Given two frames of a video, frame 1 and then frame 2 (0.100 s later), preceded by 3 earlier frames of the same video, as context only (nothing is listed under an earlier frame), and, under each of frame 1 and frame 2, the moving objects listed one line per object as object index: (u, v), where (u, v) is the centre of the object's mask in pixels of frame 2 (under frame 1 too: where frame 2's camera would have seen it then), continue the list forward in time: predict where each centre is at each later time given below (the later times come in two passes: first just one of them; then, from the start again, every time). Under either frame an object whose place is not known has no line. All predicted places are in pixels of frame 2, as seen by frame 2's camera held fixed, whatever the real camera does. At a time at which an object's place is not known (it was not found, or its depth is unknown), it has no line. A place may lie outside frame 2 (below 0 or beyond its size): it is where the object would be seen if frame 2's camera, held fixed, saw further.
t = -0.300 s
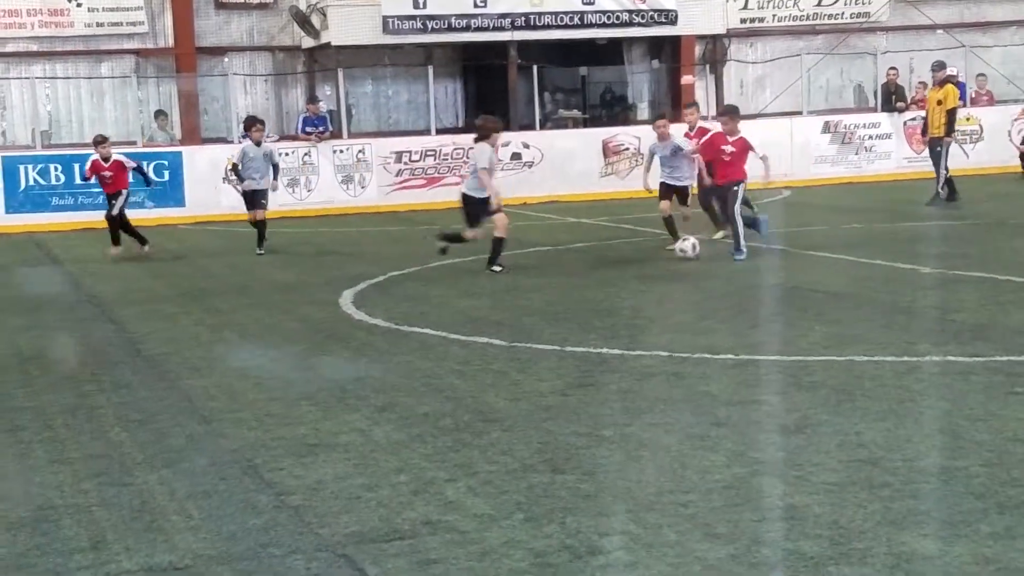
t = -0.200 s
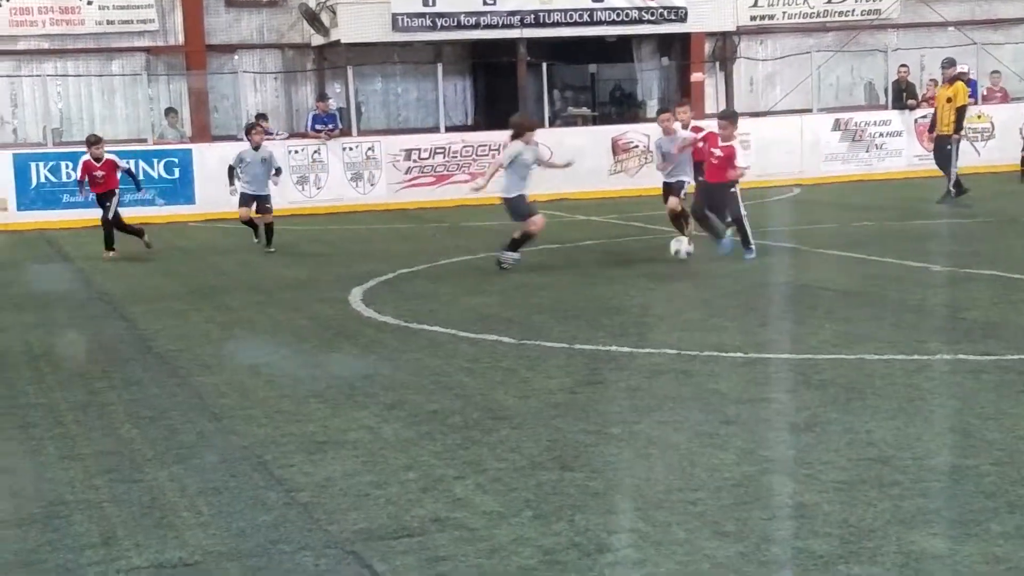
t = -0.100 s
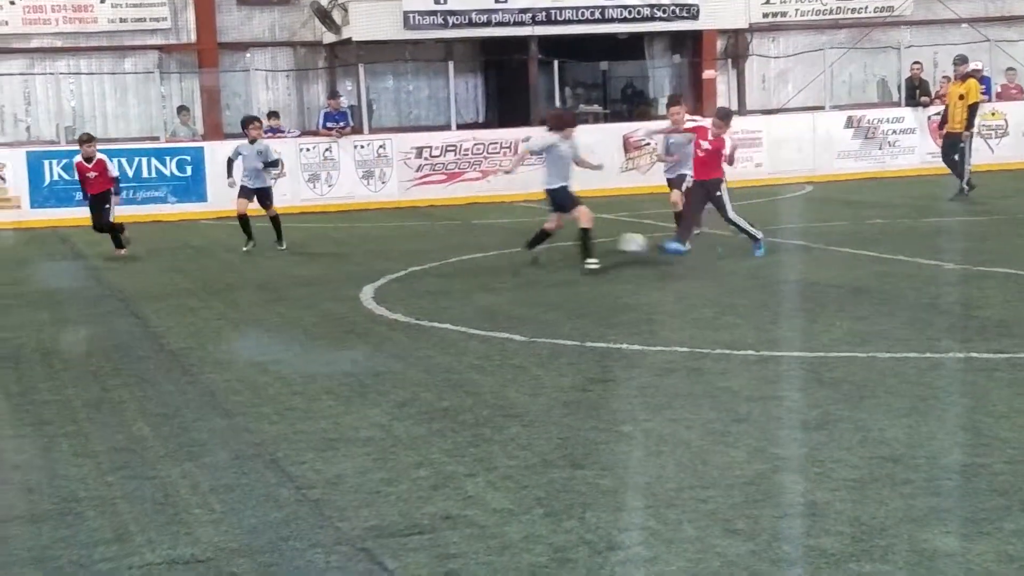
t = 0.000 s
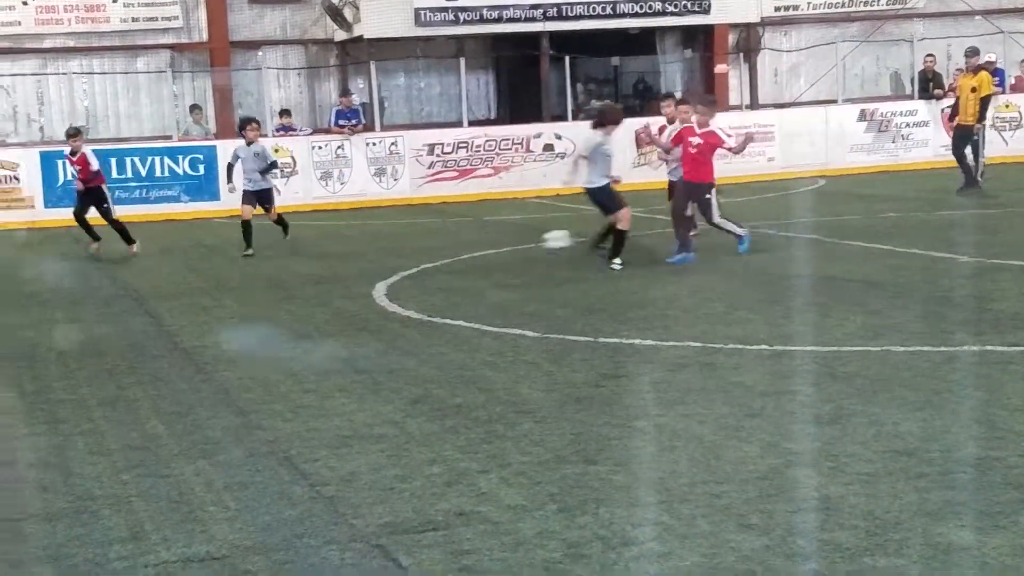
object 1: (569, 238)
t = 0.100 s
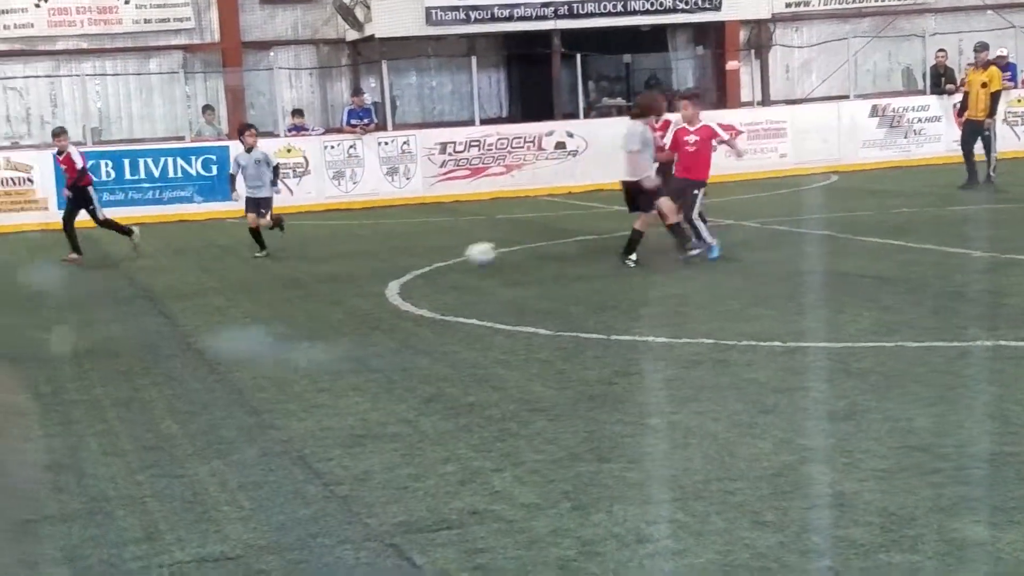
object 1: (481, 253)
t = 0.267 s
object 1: (349, 265)
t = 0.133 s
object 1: (450, 260)
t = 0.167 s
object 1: (421, 269)
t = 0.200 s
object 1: (397, 266)
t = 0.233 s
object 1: (374, 265)
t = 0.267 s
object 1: (349, 265)
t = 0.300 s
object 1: (325, 265)
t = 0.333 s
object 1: (300, 269)
